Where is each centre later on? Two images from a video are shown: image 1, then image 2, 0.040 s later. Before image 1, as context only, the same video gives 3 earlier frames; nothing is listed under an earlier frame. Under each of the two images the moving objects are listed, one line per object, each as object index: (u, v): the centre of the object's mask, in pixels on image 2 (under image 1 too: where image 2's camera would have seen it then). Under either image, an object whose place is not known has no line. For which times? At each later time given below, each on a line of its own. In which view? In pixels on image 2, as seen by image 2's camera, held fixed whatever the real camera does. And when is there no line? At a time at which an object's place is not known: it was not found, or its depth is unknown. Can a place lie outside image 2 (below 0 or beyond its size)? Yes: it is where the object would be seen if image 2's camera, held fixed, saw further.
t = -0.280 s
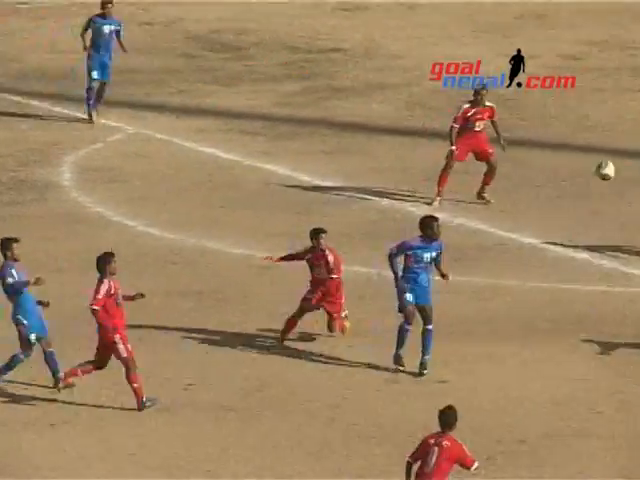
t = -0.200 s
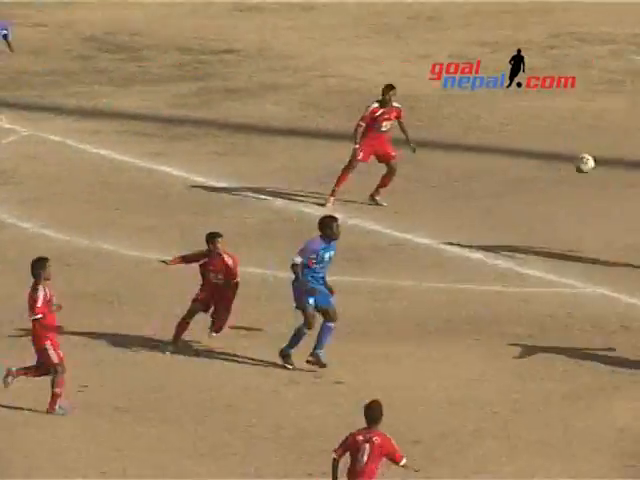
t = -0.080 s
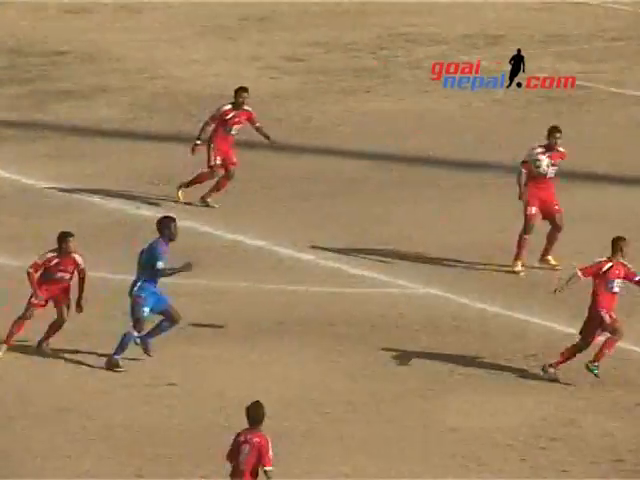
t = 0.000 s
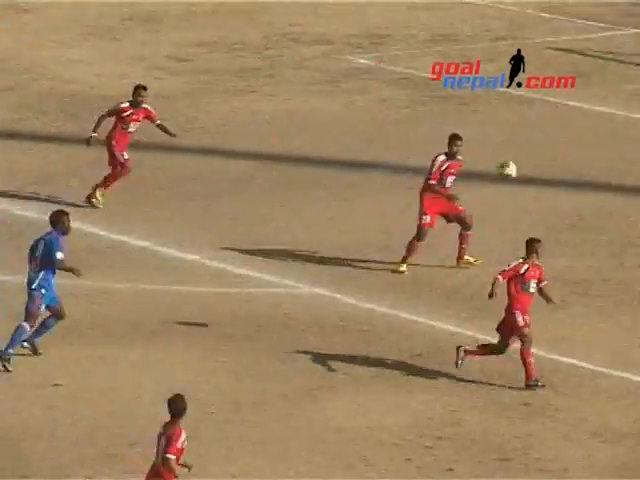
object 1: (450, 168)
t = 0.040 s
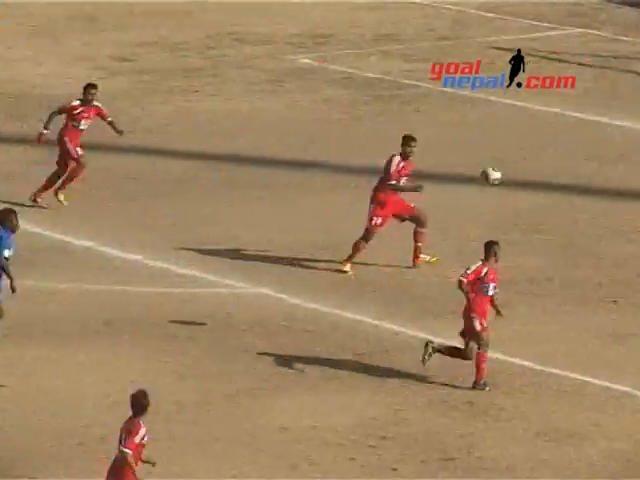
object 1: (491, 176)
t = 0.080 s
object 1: (531, 182)
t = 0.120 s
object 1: (570, 190)
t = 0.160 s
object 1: (611, 199)
